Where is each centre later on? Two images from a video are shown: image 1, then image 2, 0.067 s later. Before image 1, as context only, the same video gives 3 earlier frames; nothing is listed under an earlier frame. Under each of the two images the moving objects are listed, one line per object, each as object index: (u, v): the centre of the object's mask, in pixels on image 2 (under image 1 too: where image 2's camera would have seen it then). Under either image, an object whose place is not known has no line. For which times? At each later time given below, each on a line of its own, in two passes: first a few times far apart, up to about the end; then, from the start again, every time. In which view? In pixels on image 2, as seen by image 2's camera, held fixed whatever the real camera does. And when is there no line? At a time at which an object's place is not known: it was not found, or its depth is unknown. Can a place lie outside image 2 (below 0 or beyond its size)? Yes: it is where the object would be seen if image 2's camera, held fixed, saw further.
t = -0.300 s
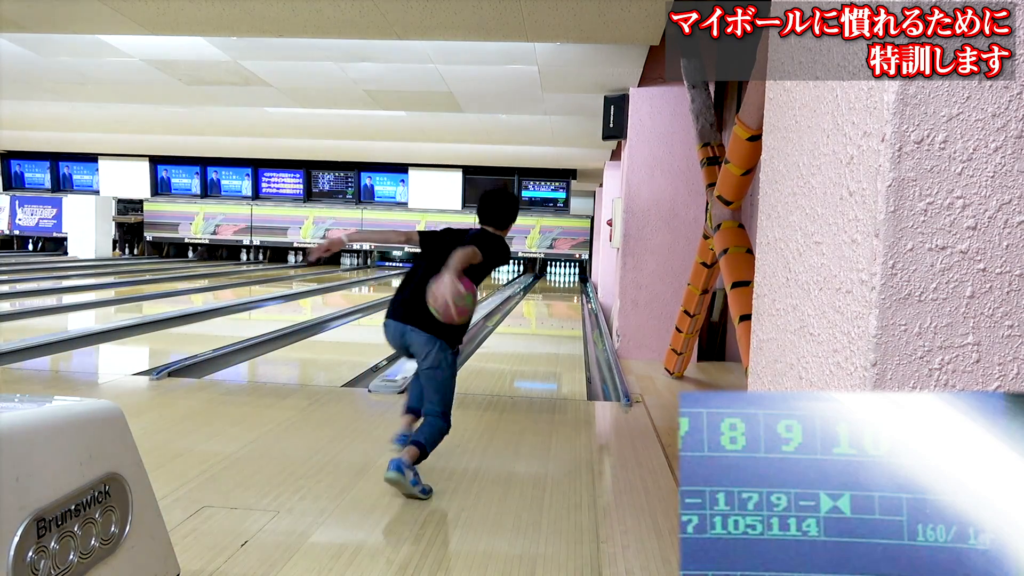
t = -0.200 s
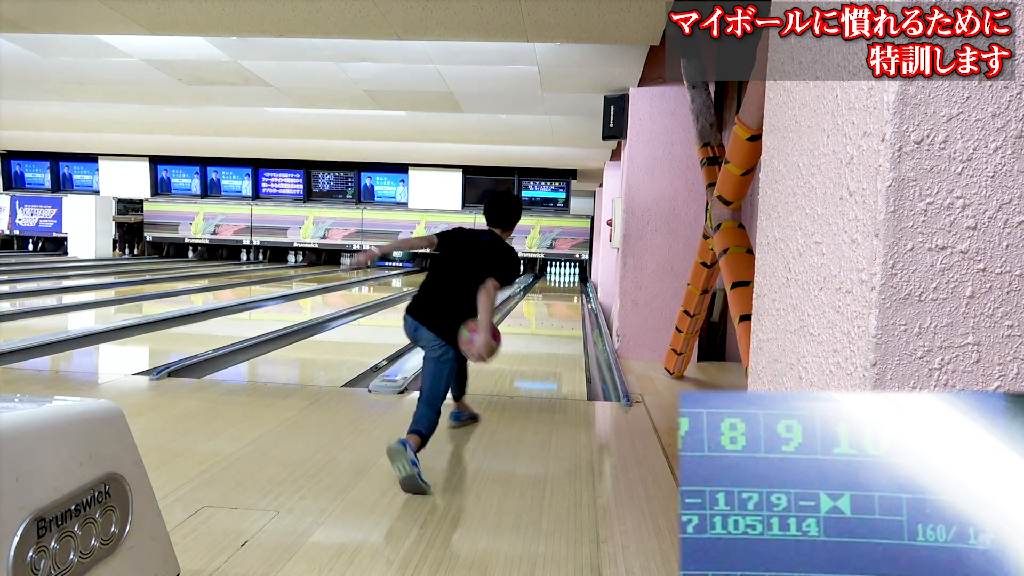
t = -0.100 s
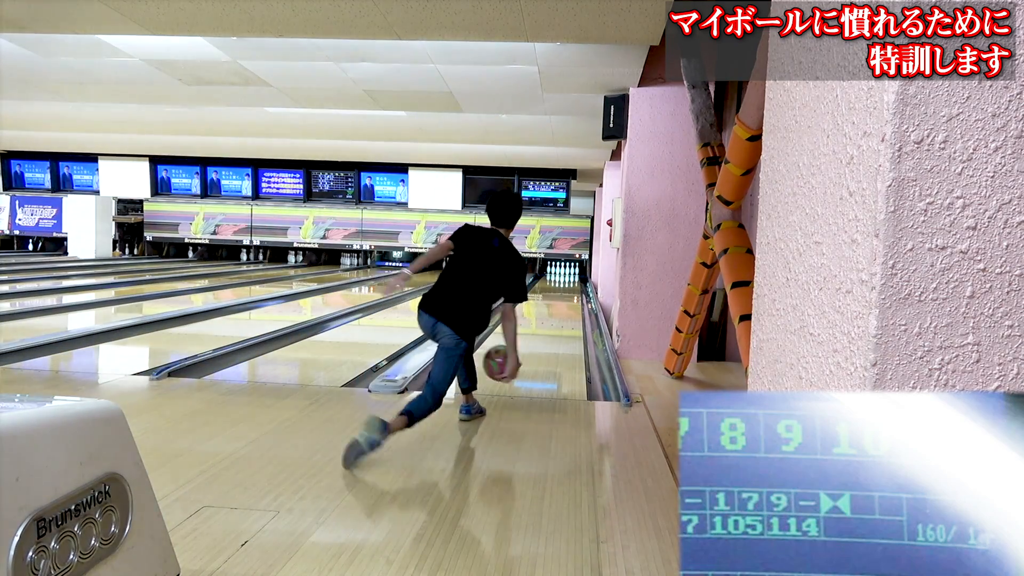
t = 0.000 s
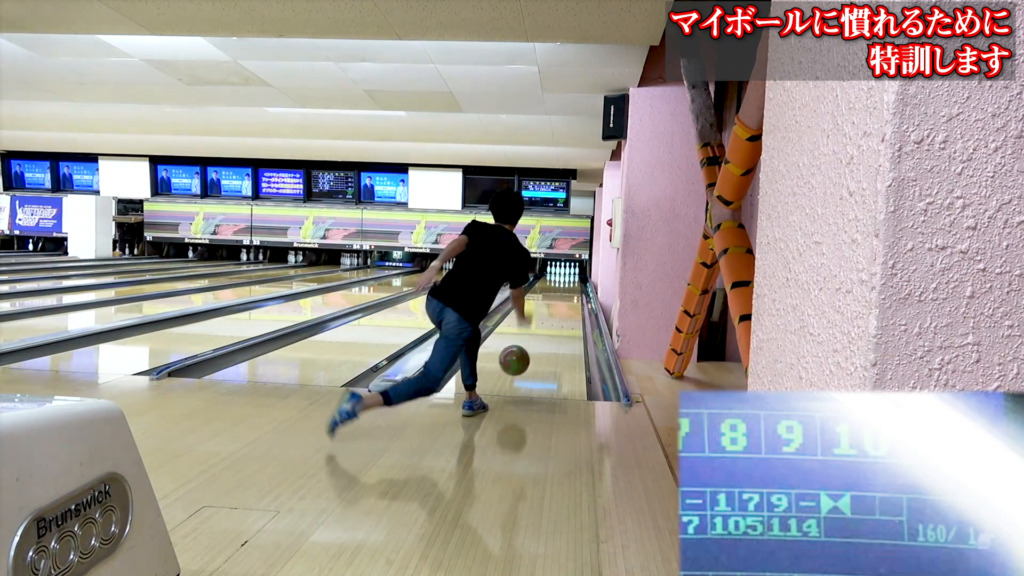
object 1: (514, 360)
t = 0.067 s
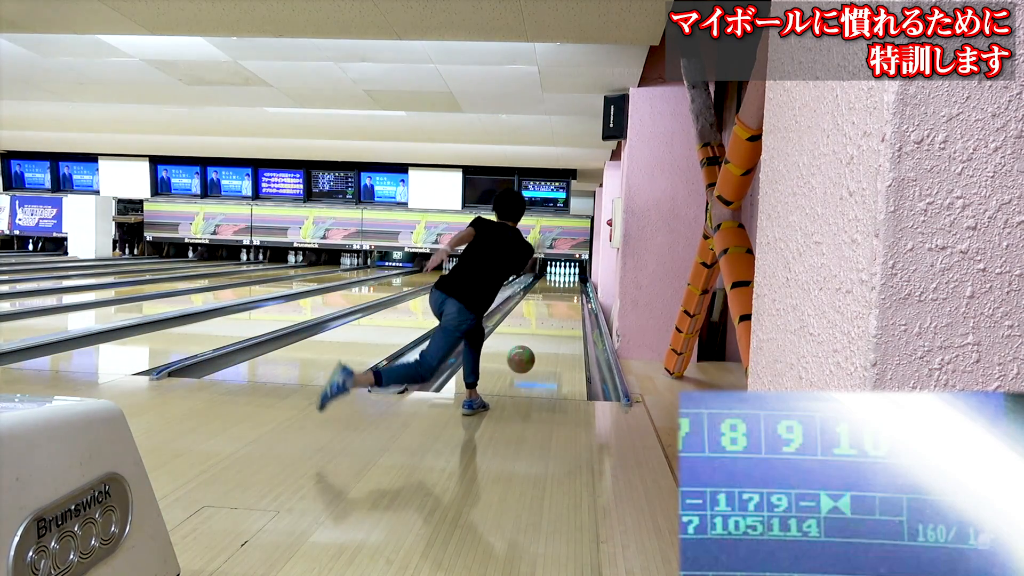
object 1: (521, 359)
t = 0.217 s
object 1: (532, 348)
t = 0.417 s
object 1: (543, 329)
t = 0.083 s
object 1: (522, 360)
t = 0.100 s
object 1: (524, 361)
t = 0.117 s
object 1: (525, 362)
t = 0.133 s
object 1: (526, 360)
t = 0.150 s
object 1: (528, 356)
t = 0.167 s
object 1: (529, 354)
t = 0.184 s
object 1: (530, 352)
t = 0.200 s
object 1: (531, 350)
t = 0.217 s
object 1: (532, 348)
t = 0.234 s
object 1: (534, 347)
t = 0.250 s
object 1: (535, 344)
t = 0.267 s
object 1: (536, 342)
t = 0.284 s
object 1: (536, 340)
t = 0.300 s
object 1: (537, 339)
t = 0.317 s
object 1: (538, 338)
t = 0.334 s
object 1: (539, 336)
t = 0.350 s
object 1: (540, 335)
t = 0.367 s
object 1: (541, 333)
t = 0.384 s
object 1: (541, 332)
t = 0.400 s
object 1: (542, 330)
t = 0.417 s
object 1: (543, 329)
